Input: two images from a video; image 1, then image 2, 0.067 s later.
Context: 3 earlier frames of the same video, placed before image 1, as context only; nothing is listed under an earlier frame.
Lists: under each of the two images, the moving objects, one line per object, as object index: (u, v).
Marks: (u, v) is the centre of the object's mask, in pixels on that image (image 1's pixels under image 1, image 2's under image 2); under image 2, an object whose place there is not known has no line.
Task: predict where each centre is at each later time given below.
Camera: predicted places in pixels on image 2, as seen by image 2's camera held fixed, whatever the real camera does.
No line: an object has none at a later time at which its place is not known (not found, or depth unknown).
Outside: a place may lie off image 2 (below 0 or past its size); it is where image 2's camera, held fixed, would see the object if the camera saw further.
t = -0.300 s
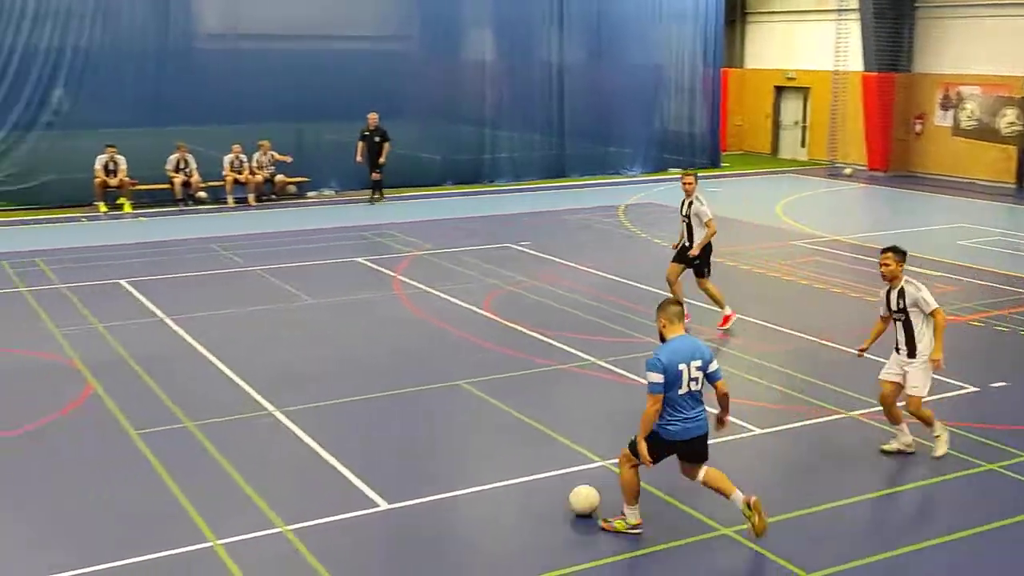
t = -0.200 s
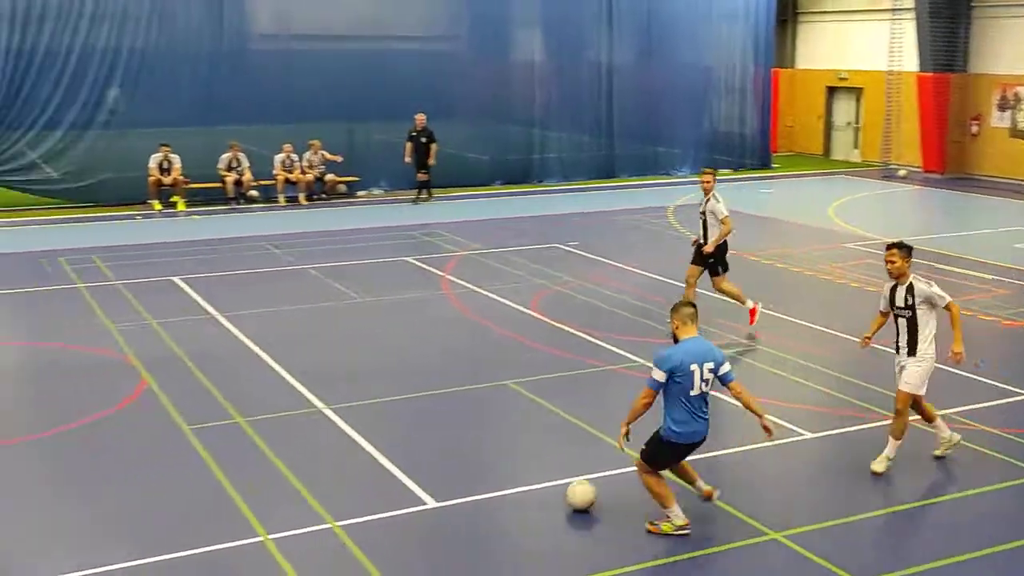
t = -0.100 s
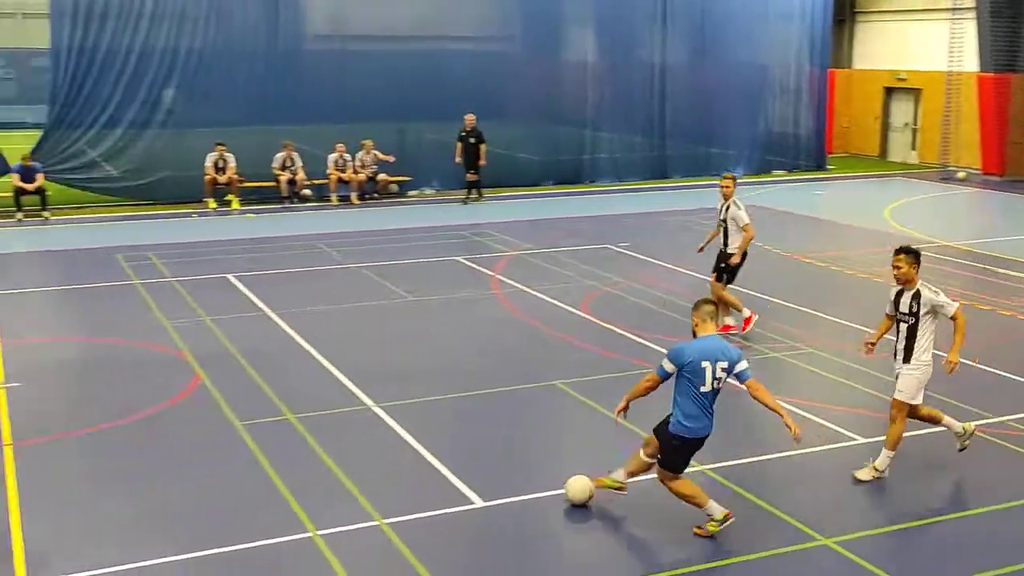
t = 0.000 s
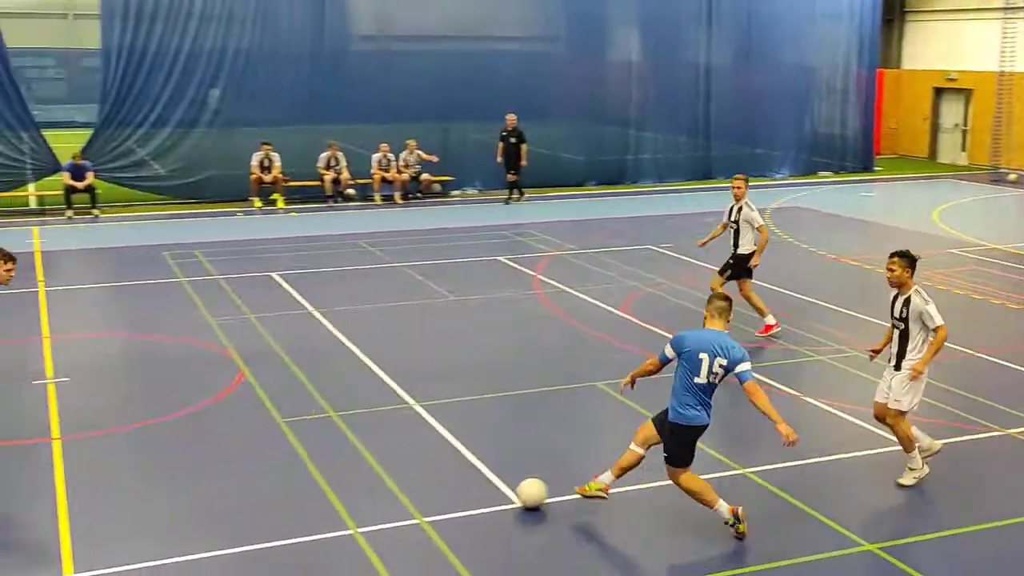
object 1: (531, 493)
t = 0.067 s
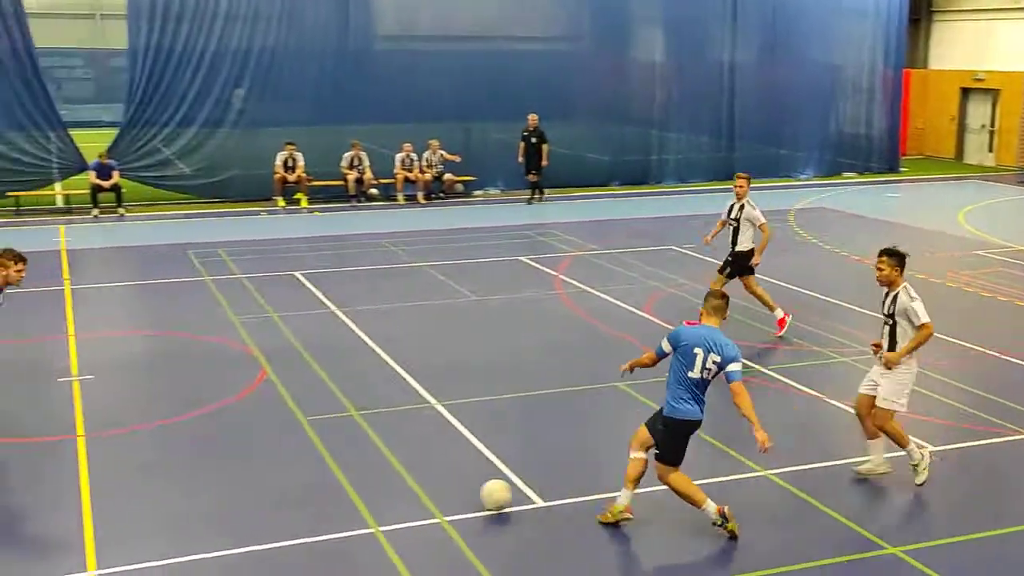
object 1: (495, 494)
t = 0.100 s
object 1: (469, 494)
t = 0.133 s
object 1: (440, 495)
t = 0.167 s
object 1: (412, 495)
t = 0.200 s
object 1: (384, 495)
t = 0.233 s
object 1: (356, 496)
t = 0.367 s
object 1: (247, 499)
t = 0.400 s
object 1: (221, 500)
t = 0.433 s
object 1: (194, 500)
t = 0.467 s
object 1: (167, 500)
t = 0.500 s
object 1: (139, 501)
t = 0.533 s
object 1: (111, 501)
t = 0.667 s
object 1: (3, 504)
